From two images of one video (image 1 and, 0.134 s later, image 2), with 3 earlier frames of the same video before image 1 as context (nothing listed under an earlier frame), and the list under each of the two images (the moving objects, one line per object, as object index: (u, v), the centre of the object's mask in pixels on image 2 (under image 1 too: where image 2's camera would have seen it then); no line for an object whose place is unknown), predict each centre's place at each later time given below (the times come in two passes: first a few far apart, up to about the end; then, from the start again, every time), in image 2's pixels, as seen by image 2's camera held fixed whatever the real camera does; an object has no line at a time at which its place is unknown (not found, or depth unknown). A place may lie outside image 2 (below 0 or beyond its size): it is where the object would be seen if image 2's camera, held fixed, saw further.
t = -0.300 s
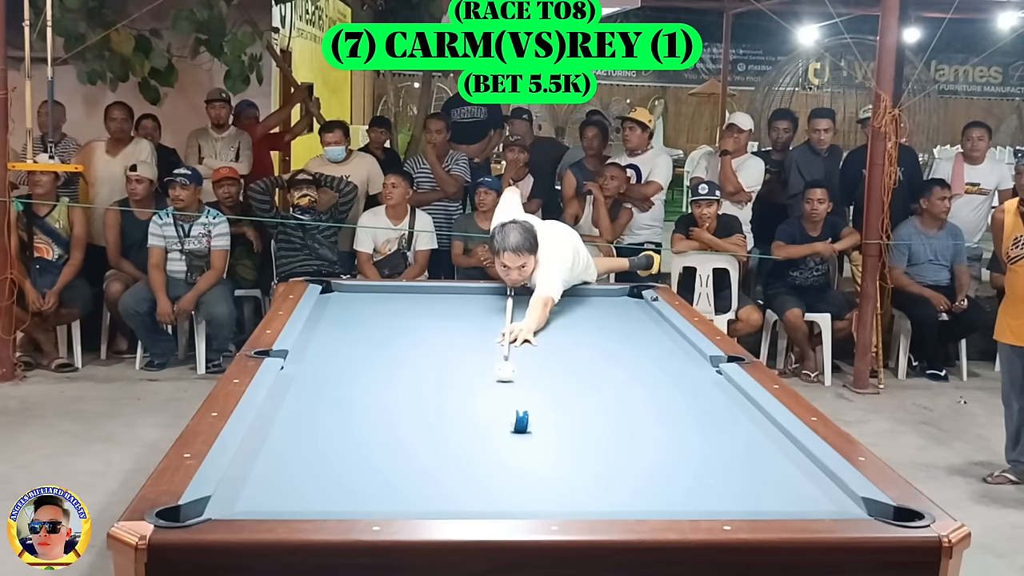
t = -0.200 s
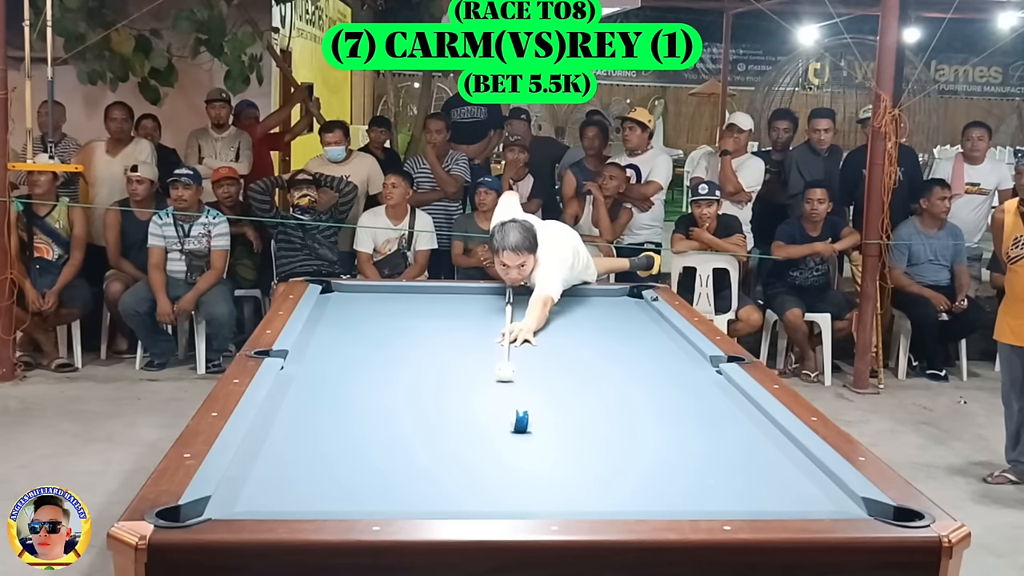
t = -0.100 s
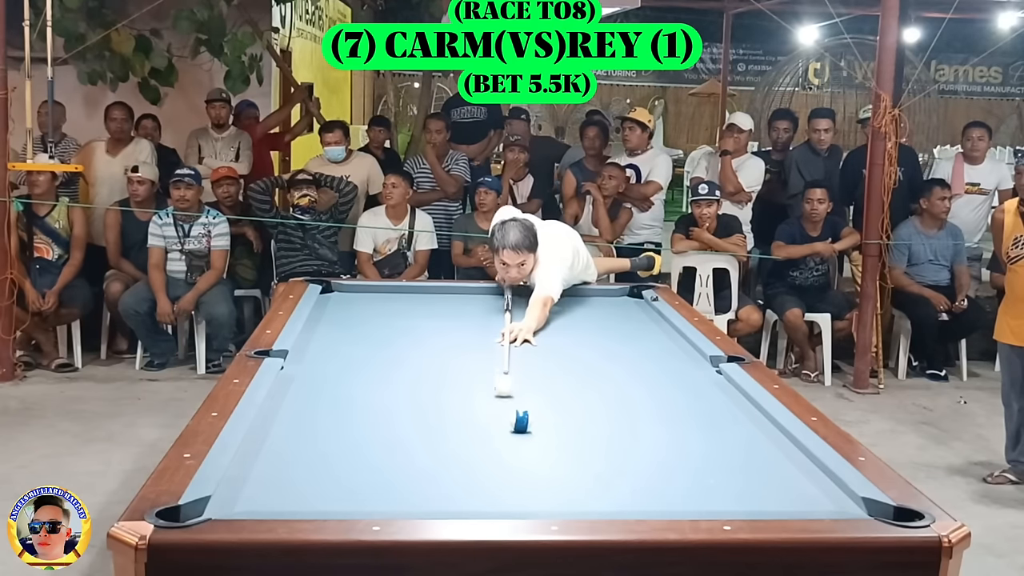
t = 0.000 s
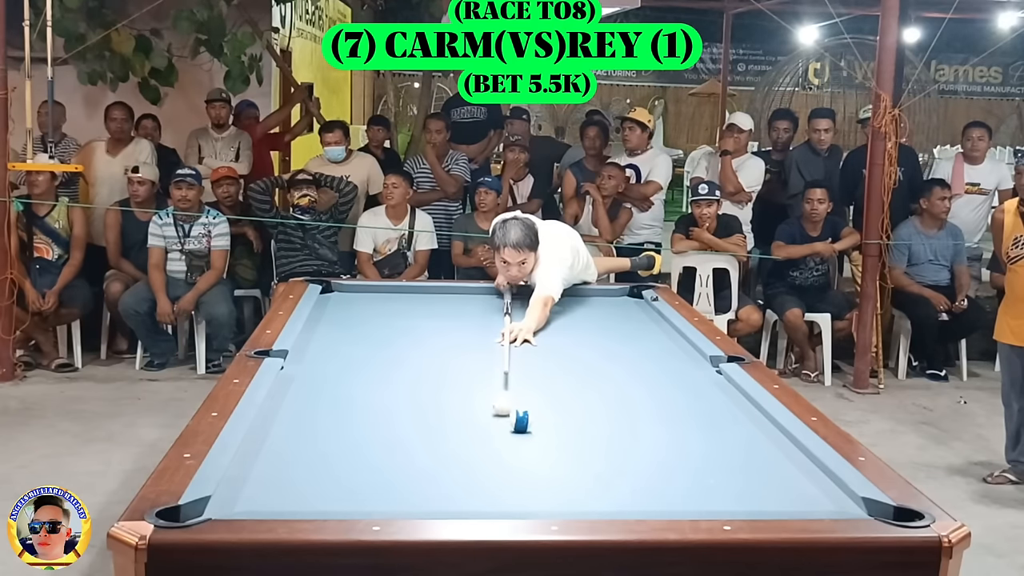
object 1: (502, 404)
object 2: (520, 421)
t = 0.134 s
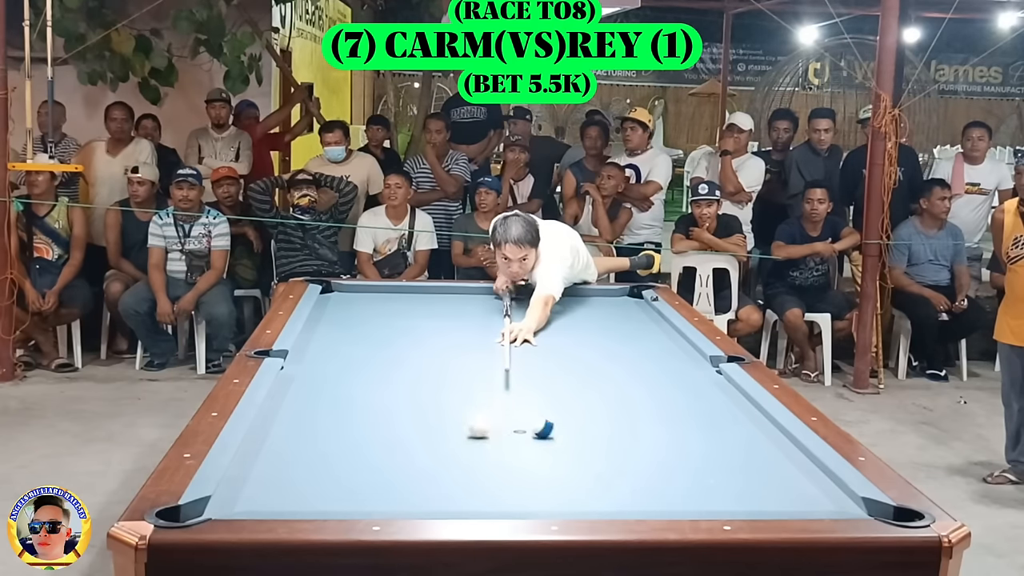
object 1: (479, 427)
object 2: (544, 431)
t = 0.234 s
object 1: (450, 440)
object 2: (567, 432)
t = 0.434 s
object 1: (385, 476)
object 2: (616, 445)
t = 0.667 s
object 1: (314, 499)
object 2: (671, 459)
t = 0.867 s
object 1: (282, 477)
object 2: (725, 473)
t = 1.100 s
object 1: (250, 453)
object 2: (791, 490)
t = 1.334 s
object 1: (279, 434)
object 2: (860, 504)
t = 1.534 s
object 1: (303, 420)
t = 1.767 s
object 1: (327, 406)
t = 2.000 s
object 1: (349, 393)
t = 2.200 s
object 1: (366, 383)
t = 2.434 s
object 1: (384, 373)
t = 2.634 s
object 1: (398, 365)
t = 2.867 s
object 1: (412, 357)
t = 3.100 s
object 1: (424, 350)
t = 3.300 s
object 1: (436, 344)
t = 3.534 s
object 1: (447, 337)
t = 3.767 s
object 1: (457, 331)
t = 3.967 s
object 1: (464, 327)
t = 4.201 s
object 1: (474, 322)
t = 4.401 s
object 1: (481, 318)
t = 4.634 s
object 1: (489, 314)
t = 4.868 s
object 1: (496, 311)
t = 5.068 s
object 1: (501, 308)
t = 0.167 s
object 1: (469, 432)
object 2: (551, 429)
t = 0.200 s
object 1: (460, 435)
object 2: (559, 431)
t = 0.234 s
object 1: (450, 440)
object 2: (567, 432)
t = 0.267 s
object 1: (440, 446)
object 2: (575, 436)
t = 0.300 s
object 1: (430, 452)
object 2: (583, 437)
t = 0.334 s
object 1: (420, 457)
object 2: (591, 439)
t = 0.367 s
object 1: (409, 463)
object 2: (600, 442)
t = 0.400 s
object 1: (397, 469)
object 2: (607, 443)
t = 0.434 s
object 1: (385, 476)
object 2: (616, 445)
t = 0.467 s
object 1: (373, 483)
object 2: (625, 448)
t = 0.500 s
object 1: (360, 490)
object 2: (633, 449)
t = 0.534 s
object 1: (354, 493)
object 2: (637, 451)
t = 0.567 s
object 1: (341, 497)
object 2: (646, 454)
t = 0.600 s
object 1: (328, 502)
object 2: (654, 456)
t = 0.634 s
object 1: (320, 501)
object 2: (663, 458)
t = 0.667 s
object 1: (314, 499)
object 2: (671, 459)
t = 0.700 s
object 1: (308, 496)
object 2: (680, 461)
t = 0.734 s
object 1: (302, 493)
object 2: (690, 464)
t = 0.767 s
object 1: (297, 489)
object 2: (699, 467)
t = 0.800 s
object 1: (292, 485)
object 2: (708, 469)
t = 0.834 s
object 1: (287, 481)
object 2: (717, 471)
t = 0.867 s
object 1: (282, 477)
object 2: (725, 473)
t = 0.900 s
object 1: (277, 474)
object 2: (734, 476)
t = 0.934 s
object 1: (272, 470)
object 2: (743, 478)
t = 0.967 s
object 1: (268, 467)
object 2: (753, 480)
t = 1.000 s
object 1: (263, 463)
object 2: (763, 482)
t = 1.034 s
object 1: (259, 460)
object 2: (773, 485)
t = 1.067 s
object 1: (254, 456)
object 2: (782, 488)
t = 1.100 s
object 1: (250, 453)
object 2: (791, 490)
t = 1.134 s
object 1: (253, 450)
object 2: (800, 492)
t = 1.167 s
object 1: (258, 448)
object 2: (809, 494)
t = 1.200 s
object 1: (262, 444)
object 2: (819, 495)
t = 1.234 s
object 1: (267, 442)
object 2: (829, 497)
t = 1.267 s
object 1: (271, 440)
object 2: (839, 499)
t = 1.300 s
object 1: (275, 437)
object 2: (850, 502)
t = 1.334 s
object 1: (279, 434)
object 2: (860, 504)
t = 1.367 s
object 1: (283, 432)
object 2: (869, 506)
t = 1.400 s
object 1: (288, 429)
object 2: (878, 508)
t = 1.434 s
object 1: (292, 427)
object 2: (885, 514)
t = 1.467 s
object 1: (296, 425)
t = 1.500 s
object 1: (299, 423)
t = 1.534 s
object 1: (303, 420)
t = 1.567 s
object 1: (307, 418)
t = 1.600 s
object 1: (310, 416)
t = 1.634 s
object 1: (314, 414)
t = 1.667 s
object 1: (317, 412)
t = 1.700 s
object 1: (321, 410)
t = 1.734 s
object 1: (324, 408)
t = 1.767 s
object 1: (327, 406)
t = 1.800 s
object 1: (331, 404)
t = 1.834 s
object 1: (333, 402)
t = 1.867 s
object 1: (336, 401)
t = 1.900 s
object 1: (340, 398)
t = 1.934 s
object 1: (343, 397)
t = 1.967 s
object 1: (346, 395)
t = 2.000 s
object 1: (349, 393)
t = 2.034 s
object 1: (352, 391)
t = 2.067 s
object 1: (355, 390)
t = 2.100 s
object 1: (358, 388)
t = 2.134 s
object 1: (360, 386)
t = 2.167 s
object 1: (363, 385)
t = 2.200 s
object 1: (366, 383)
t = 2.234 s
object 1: (369, 382)
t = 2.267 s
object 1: (371, 380)
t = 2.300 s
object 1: (374, 379)
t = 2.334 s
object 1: (376, 377)
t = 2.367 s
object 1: (379, 376)
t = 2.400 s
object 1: (381, 374)
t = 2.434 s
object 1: (384, 373)
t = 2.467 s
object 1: (386, 371)
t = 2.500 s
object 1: (388, 370)
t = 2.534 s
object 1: (391, 368)
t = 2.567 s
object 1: (393, 367)
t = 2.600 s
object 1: (395, 366)
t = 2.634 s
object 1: (398, 365)
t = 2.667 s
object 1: (400, 364)
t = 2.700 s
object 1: (402, 363)
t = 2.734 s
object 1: (404, 361)
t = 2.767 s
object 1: (406, 360)
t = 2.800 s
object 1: (408, 359)
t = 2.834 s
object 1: (411, 358)
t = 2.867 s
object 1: (412, 357)
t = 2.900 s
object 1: (414, 356)
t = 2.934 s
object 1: (416, 354)
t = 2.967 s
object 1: (418, 353)
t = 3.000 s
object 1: (420, 352)
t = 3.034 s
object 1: (422, 351)
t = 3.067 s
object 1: (424, 350)
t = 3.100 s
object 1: (424, 350)
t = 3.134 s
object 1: (427, 349)
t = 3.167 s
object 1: (428, 348)
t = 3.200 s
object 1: (430, 347)
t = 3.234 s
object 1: (432, 345)
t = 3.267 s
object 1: (434, 345)
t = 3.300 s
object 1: (436, 344)
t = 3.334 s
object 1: (437, 343)
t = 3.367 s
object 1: (439, 341)
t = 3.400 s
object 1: (440, 341)
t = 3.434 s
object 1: (442, 340)
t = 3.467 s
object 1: (444, 339)
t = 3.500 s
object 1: (445, 338)
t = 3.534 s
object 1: (447, 337)
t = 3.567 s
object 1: (448, 336)
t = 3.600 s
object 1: (449, 335)
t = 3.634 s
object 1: (451, 335)
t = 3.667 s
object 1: (452, 333)
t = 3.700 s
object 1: (454, 333)
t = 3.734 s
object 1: (455, 332)
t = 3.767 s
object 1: (457, 331)
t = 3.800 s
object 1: (458, 330)
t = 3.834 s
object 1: (460, 330)
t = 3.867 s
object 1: (461, 329)
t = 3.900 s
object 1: (462, 329)
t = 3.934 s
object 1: (463, 328)
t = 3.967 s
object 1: (464, 327)
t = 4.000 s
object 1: (466, 327)
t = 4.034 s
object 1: (467, 326)
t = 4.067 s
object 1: (469, 325)
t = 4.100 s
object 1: (470, 324)
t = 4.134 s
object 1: (472, 324)
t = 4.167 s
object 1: (473, 323)
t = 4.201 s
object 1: (474, 322)
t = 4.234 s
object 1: (475, 321)
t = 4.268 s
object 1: (477, 321)
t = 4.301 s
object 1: (478, 320)
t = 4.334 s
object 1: (479, 320)
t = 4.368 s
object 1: (480, 319)
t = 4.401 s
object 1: (481, 318)
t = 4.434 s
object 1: (482, 318)
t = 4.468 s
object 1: (483, 317)
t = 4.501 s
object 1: (485, 317)
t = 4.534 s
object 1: (485, 316)
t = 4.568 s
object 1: (487, 315)
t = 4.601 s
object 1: (487, 315)
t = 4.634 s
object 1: (489, 314)
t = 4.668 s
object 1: (490, 313)
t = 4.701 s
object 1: (491, 313)
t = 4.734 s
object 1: (492, 313)
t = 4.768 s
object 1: (493, 312)
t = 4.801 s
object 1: (494, 312)
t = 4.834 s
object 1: (495, 312)
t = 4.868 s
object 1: (496, 311)
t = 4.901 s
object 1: (496, 310)
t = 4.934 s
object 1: (498, 310)
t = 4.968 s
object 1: (499, 309)
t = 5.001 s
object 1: (499, 309)
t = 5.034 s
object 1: (500, 308)
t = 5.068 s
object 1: (501, 308)
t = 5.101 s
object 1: (502, 307)
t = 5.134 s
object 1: (503, 307)
